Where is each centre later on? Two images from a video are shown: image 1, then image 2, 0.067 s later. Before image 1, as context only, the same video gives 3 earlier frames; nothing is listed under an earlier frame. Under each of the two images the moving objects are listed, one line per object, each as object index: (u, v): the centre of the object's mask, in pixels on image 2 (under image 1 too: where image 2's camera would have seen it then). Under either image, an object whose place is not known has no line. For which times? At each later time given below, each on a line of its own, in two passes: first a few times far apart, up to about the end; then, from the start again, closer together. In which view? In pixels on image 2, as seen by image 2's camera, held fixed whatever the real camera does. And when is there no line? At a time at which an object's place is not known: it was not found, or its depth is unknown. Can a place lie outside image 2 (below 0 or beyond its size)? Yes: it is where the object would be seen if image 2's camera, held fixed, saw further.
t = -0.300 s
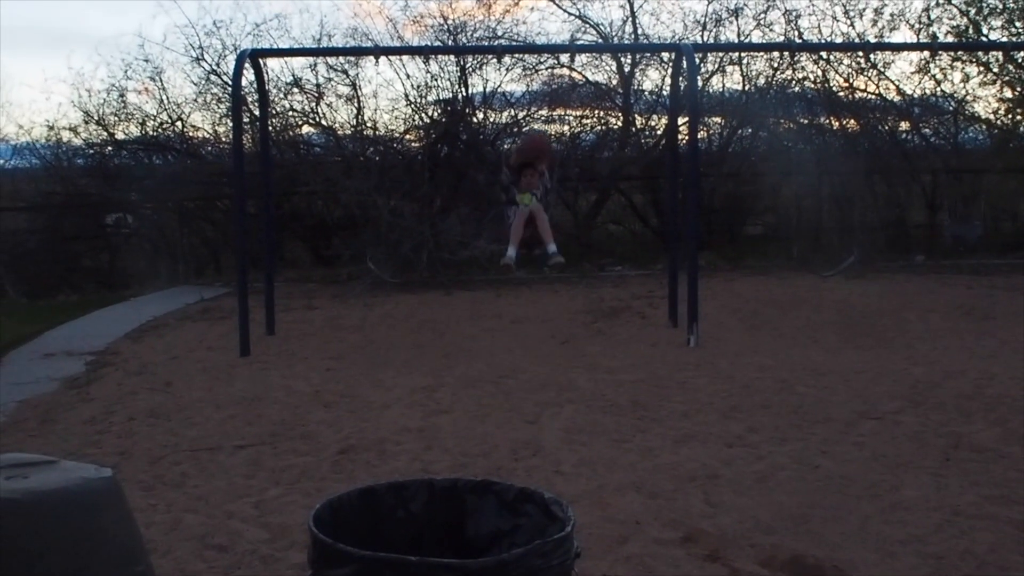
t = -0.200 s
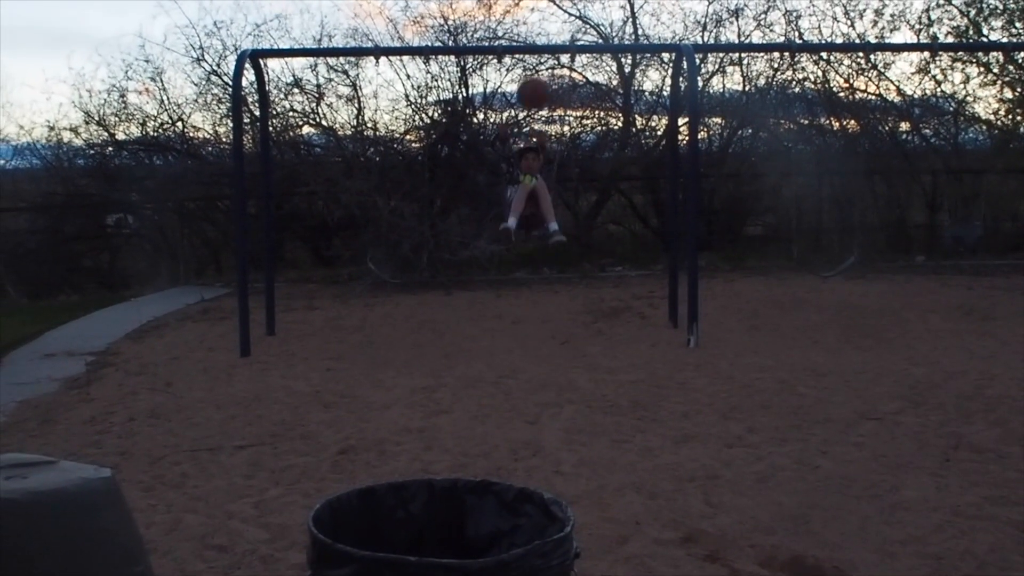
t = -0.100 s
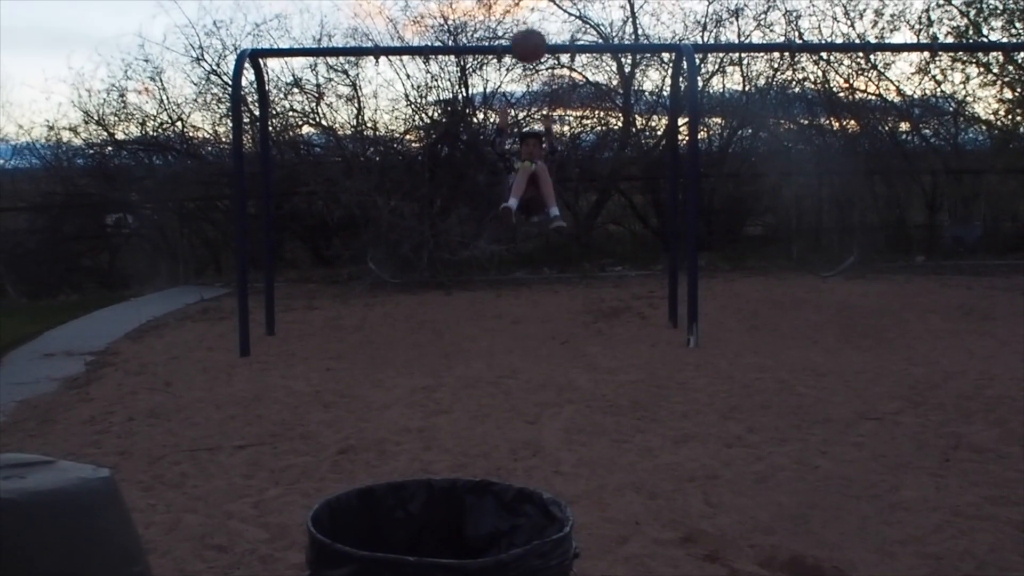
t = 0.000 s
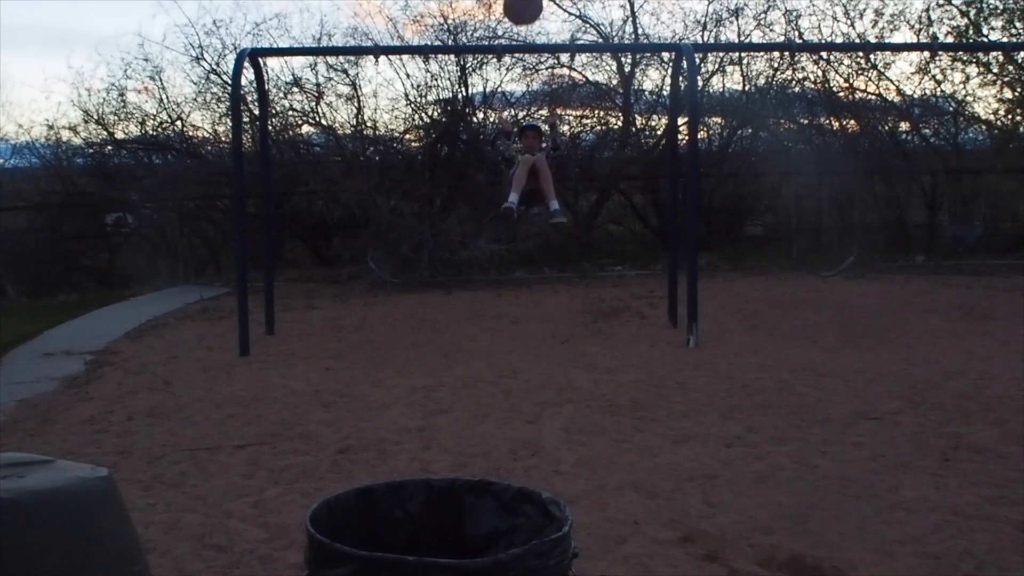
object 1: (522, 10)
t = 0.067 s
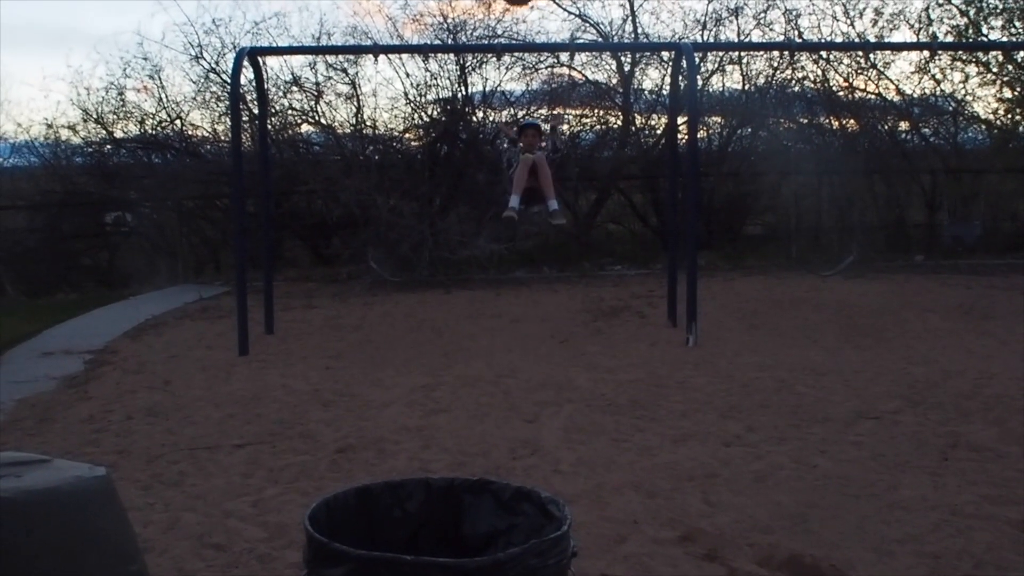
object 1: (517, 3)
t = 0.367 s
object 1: (490, 11)
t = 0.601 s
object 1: (443, 232)
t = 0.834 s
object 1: (451, 554)
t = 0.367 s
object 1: (490, 11)
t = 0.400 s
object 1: (485, 20)
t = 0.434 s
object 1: (480, 31)
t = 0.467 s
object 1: (473, 51)
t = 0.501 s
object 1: (467, 85)
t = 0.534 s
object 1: (460, 127)
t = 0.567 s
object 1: (453, 175)
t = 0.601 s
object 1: (443, 232)
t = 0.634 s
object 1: (434, 310)
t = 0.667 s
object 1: (422, 406)
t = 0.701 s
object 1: (411, 513)
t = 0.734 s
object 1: (425, 531)
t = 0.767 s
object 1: (445, 537)
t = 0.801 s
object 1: (459, 545)
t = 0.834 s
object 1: (451, 554)
